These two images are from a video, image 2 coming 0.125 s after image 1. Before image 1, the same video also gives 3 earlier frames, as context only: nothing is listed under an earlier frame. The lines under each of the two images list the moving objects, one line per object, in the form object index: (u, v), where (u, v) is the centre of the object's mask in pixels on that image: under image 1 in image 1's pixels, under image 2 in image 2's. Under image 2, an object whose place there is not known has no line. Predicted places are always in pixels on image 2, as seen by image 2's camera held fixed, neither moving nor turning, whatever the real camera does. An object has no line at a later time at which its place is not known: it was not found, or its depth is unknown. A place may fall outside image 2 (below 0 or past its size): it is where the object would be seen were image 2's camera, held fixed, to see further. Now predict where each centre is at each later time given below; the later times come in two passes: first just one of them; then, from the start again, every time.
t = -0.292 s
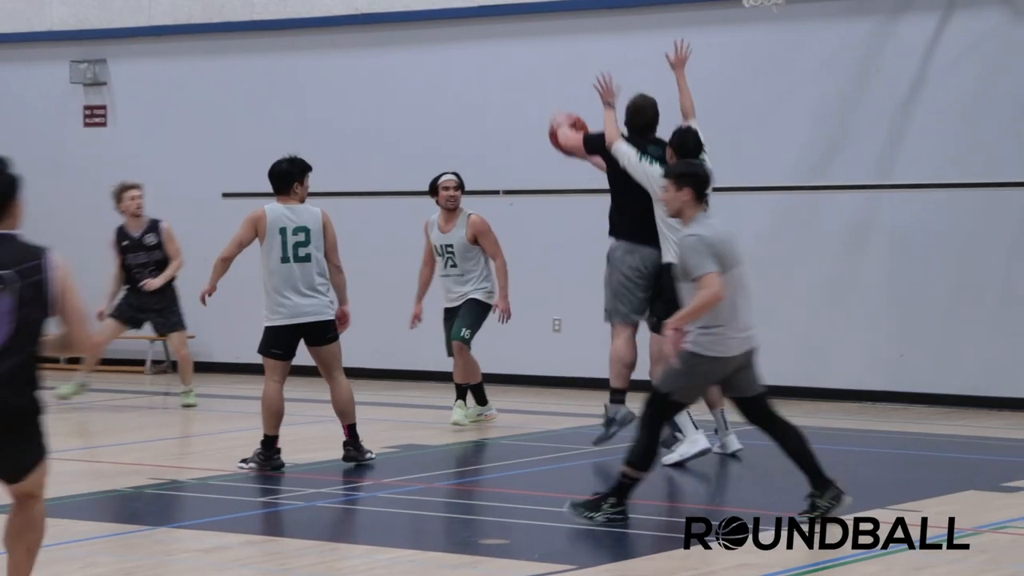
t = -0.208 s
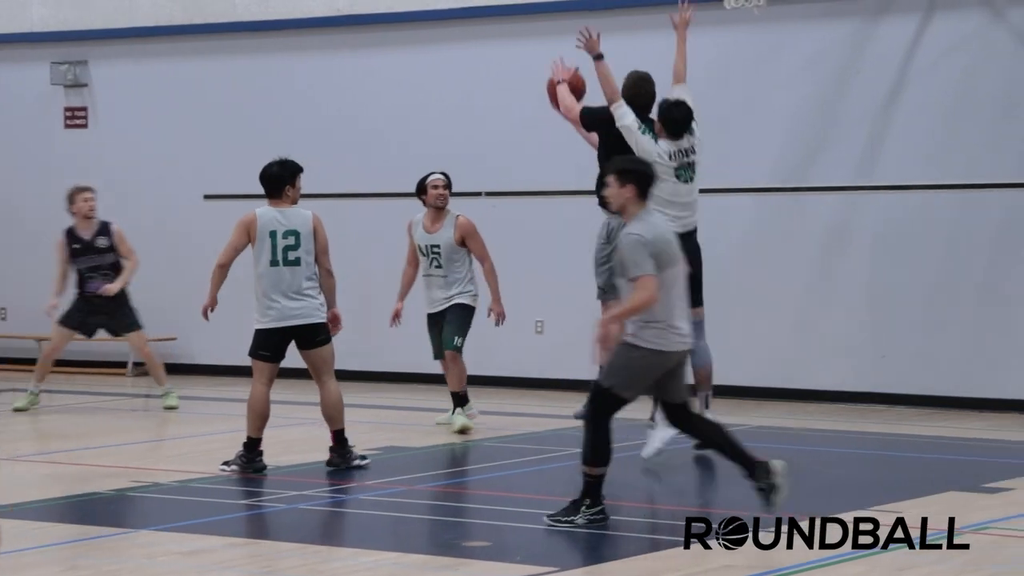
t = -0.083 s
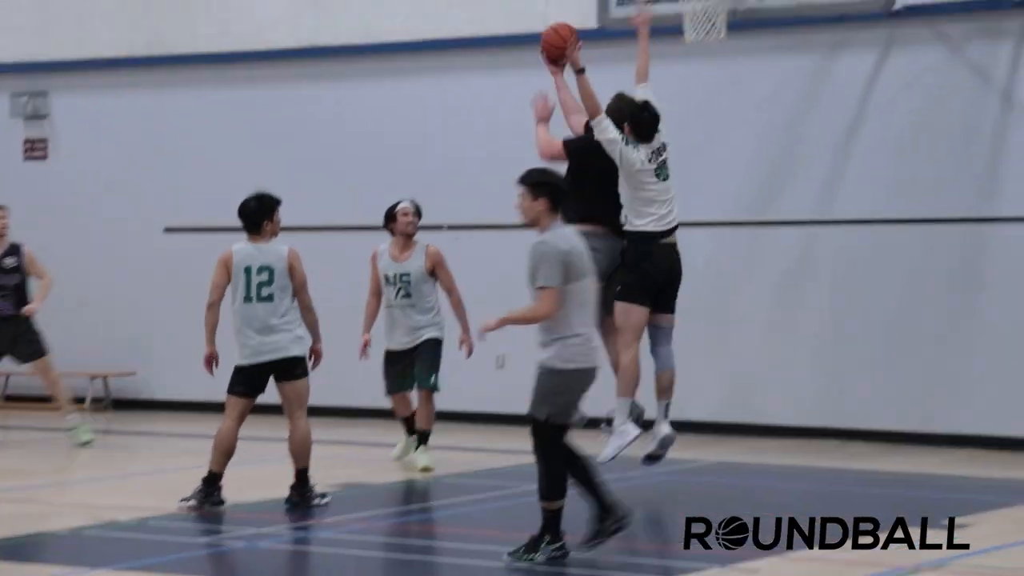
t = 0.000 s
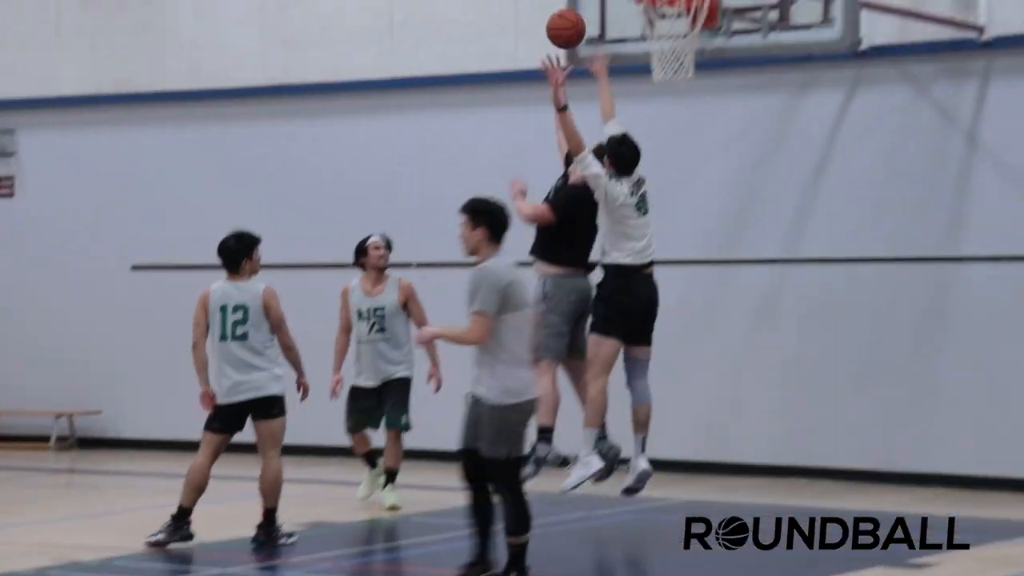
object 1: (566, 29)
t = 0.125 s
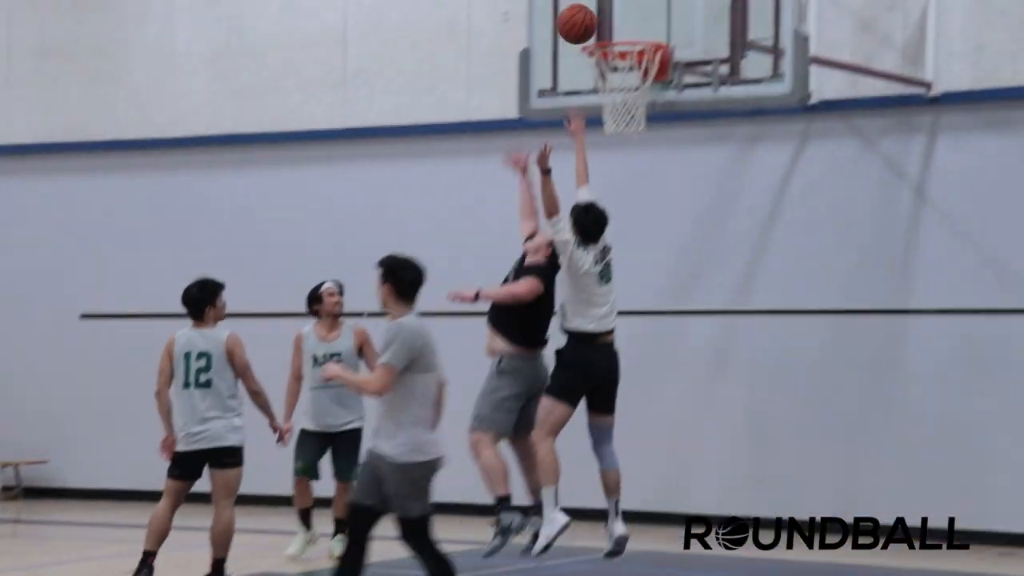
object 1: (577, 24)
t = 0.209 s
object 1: (591, 8)
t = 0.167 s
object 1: (585, 14)
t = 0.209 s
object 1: (591, 8)
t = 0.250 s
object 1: (598, 5)
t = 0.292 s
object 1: (605, 4)
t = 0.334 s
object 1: (611, 7)
